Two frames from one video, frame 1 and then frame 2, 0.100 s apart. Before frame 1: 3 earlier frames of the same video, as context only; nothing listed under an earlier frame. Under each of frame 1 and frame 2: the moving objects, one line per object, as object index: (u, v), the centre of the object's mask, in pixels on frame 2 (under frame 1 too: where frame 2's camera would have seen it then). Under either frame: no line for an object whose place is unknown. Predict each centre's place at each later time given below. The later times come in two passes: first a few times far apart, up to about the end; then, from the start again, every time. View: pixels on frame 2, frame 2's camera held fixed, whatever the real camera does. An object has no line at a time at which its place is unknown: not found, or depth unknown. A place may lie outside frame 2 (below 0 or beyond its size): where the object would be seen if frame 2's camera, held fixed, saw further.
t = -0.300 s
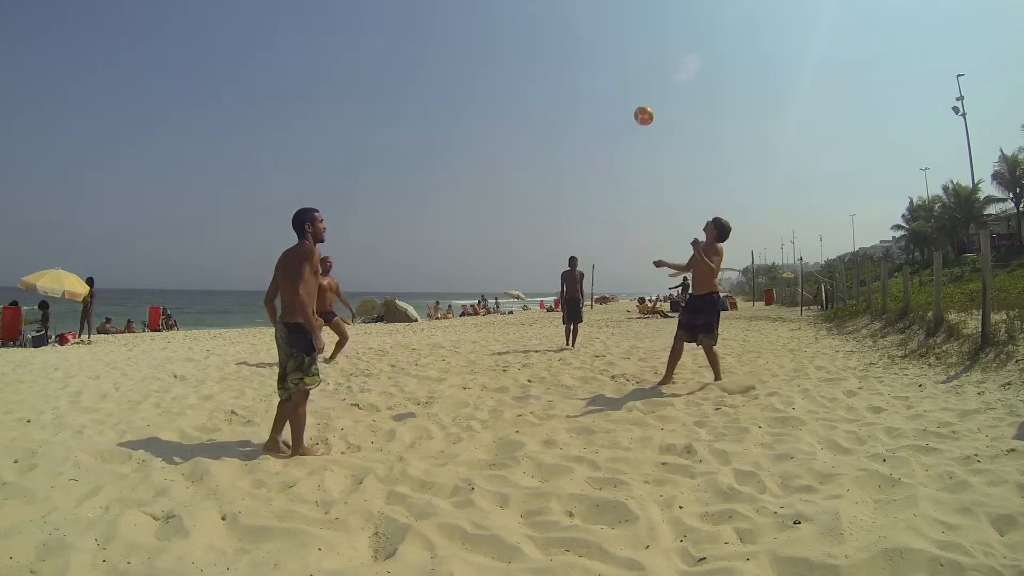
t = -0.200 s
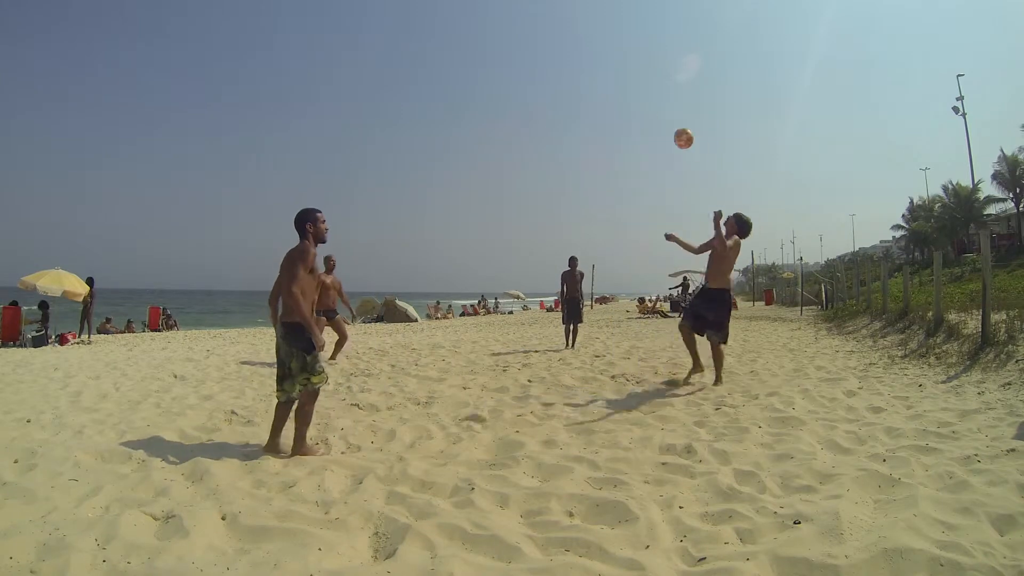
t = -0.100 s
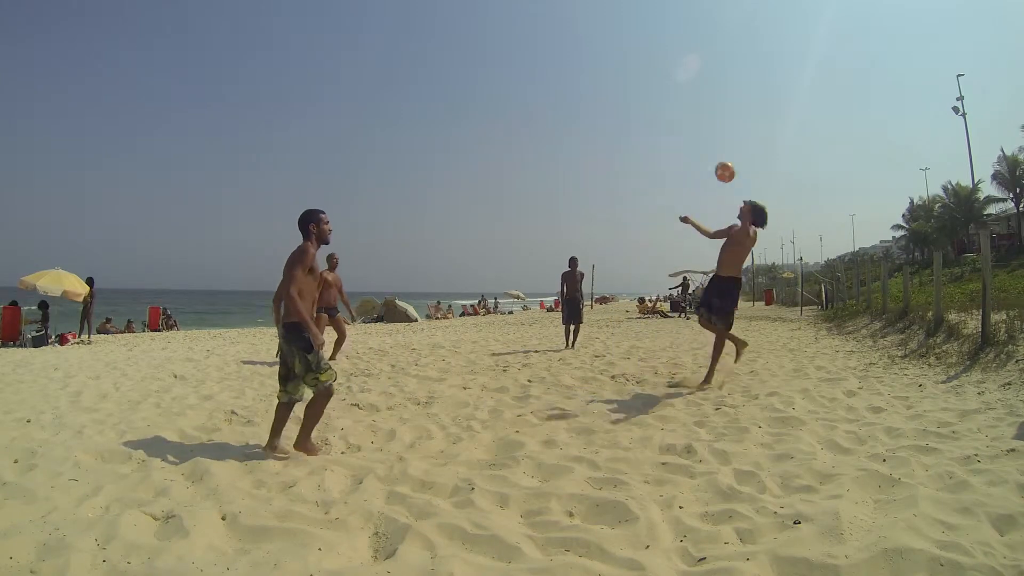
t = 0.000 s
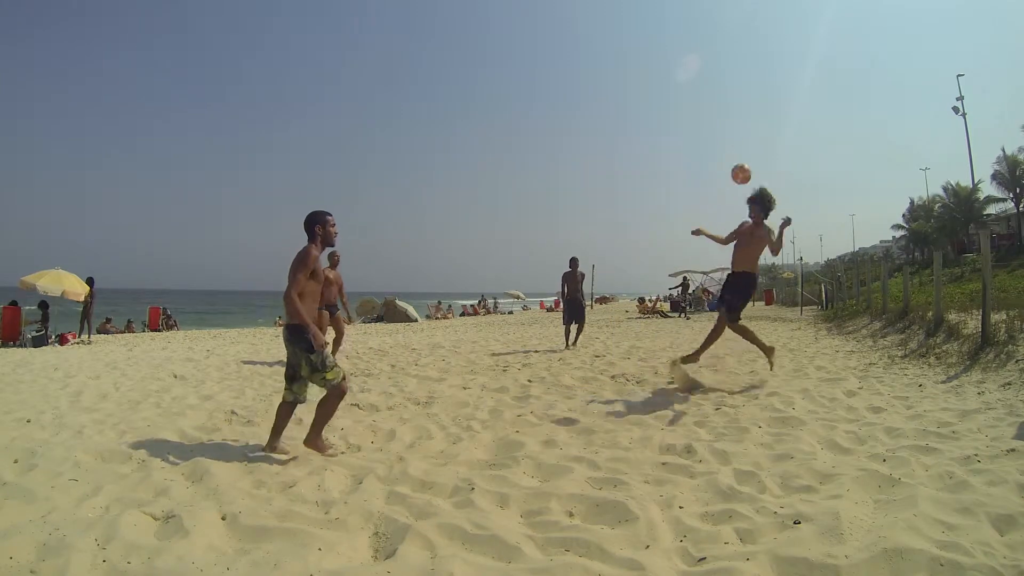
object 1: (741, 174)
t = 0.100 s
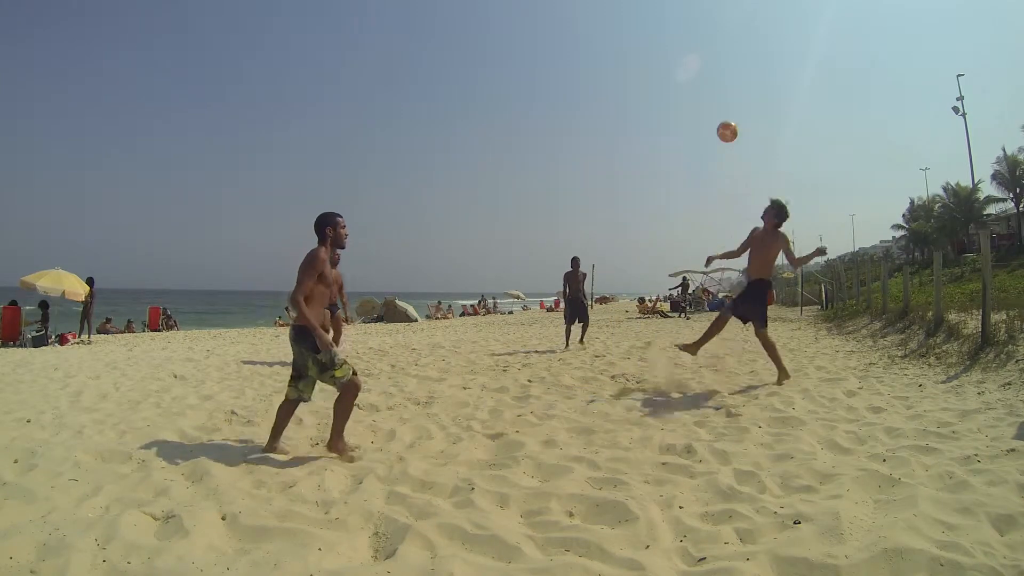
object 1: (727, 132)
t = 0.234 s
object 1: (707, 87)
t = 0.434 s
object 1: (675, 46)
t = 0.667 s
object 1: (634, 43)
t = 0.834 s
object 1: (599, 84)
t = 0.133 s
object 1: (722, 119)
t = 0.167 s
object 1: (717, 108)
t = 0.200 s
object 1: (712, 97)
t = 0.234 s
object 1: (707, 87)
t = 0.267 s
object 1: (702, 78)
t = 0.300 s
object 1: (697, 69)
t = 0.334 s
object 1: (691, 62)
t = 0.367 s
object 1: (686, 56)
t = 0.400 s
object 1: (681, 50)
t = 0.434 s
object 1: (675, 46)
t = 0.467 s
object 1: (670, 42)
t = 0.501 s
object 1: (664, 39)
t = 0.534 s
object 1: (659, 38)
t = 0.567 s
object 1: (653, 37)
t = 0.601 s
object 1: (647, 38)
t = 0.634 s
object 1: (641, 40)
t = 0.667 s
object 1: (634, 43)
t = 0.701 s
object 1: (628, 48)
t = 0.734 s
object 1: (621, 54)
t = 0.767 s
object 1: (614, 62)
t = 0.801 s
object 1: (607, 72)
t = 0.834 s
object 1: (599, 84)
